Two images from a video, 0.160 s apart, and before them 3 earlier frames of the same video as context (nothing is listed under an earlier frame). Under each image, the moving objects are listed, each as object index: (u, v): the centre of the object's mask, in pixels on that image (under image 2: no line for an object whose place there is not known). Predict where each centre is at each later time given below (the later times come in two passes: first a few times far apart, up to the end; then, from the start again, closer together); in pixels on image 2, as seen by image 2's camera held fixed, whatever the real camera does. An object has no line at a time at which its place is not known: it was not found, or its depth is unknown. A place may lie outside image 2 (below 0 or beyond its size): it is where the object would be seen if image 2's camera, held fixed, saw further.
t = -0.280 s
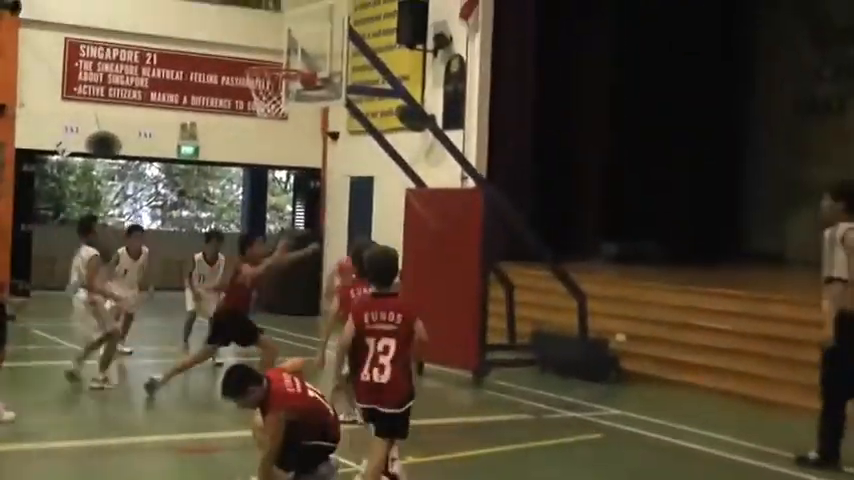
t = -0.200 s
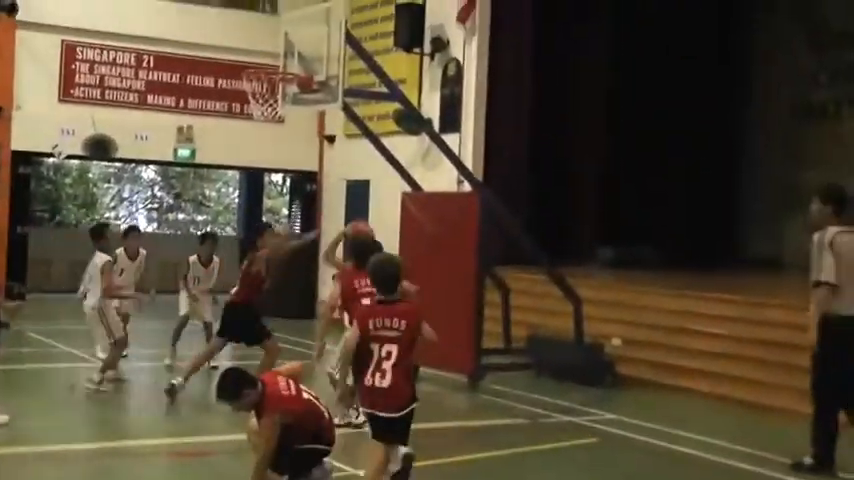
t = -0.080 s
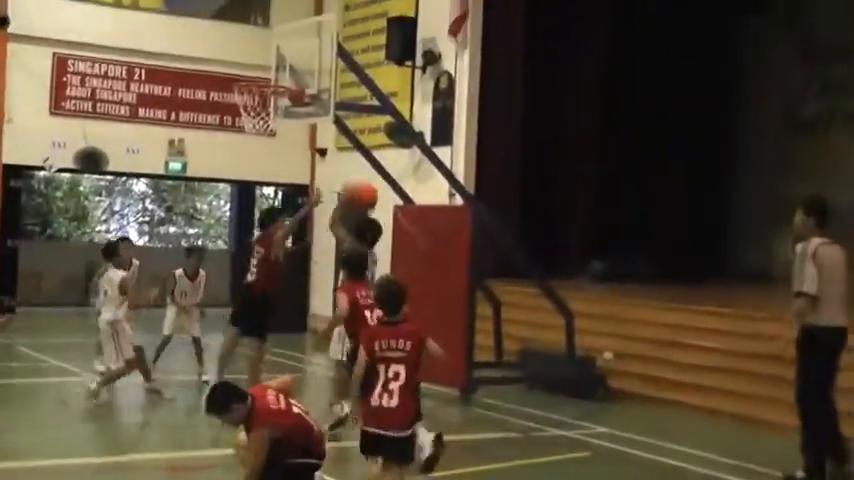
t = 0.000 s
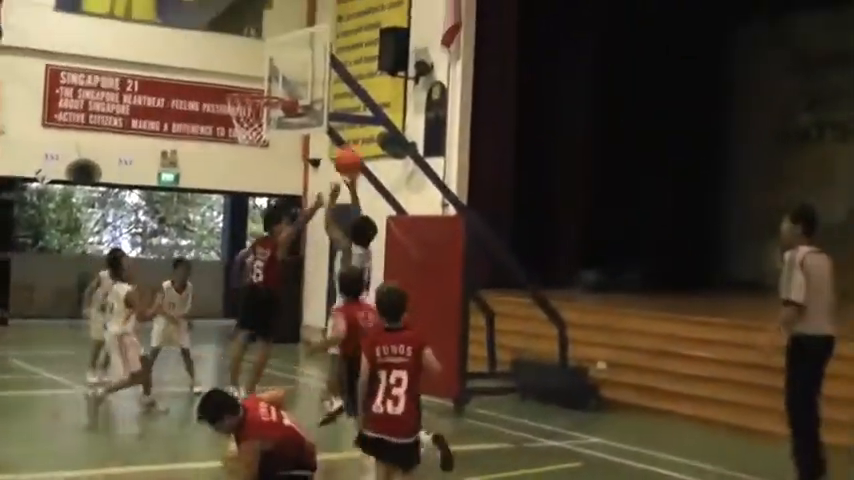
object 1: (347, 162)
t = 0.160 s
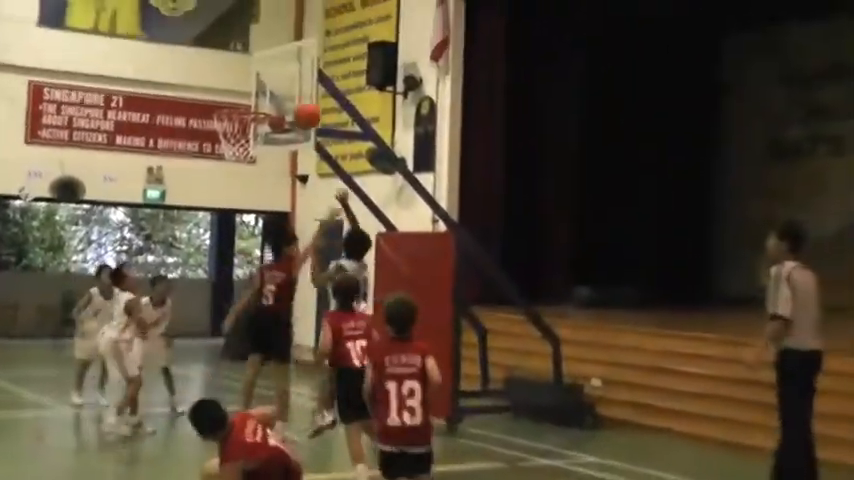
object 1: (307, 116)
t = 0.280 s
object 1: (286, 92)
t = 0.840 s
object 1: (220, 133)
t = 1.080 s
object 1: (221, 152)
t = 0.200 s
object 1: (299, 105)
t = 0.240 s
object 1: (292, 97)
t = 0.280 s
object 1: (286, 92)
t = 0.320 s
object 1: (278, 89)
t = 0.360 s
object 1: (271, 87)
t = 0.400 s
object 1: (263, 87)
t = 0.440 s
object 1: (255, 88)
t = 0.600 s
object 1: (234, 107)
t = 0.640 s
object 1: (240, 107)
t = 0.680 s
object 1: (257, 115)
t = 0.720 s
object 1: (253, 115)
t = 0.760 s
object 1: (238, 124)
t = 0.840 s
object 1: (220, 133)
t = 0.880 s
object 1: (214, 135)
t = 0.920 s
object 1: (212, 136)
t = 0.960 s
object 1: (212, 140)
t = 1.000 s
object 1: (212, 141)
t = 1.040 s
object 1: (215, 143)
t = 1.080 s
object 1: (221, 152)
